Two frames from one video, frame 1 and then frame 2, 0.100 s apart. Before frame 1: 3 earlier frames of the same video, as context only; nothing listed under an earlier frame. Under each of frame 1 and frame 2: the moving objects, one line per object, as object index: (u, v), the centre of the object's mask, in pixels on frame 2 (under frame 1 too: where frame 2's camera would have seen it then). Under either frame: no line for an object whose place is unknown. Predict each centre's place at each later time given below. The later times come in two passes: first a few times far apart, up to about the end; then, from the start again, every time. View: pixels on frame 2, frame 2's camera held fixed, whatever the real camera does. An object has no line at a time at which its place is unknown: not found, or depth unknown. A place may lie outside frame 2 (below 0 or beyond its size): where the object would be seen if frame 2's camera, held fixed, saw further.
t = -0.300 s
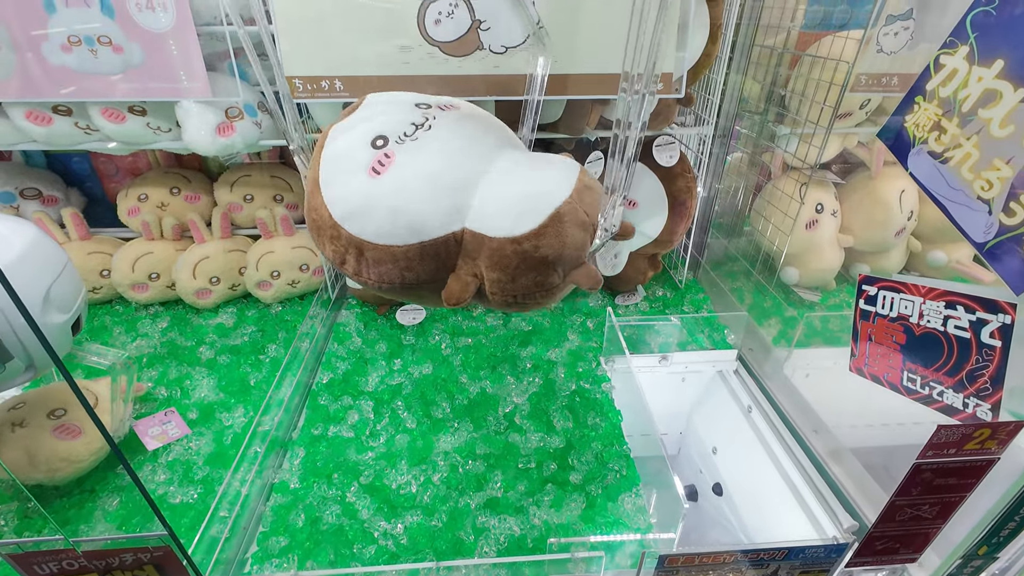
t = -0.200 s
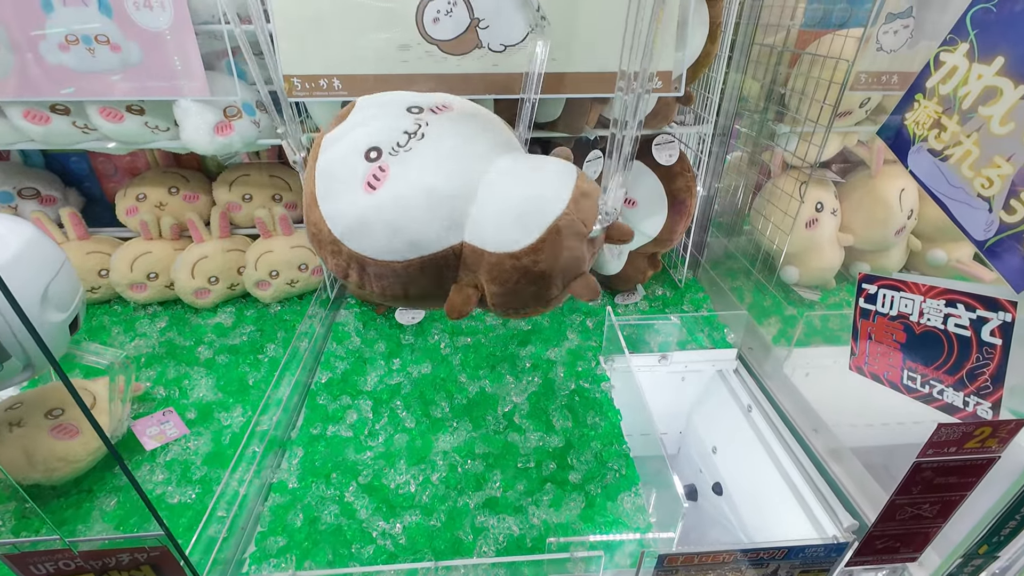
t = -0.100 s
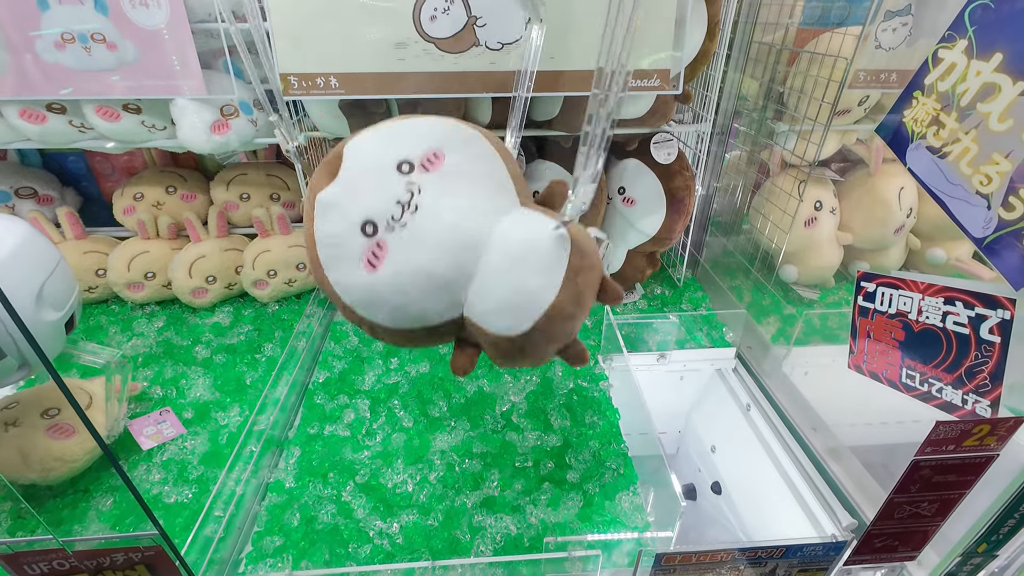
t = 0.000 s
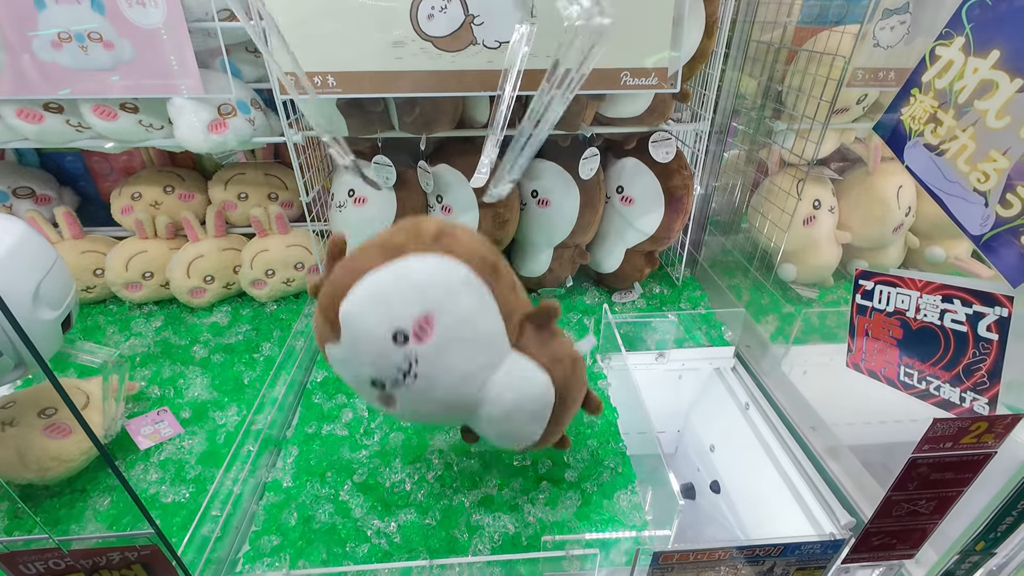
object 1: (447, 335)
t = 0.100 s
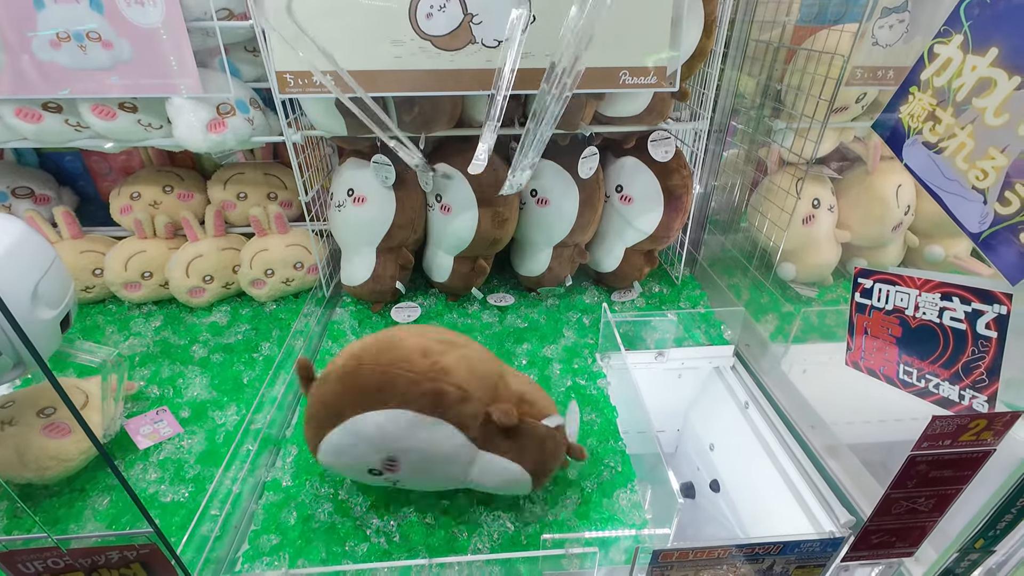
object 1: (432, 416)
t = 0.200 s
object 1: (366, 418)
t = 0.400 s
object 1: (336, 463)
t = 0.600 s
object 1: (406, 464)
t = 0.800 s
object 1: (397, 465)
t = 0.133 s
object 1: (409, 412)
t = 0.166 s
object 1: (391, 411)
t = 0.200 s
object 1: (366, 418)
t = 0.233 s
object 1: (337, 435)
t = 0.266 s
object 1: (324, 443)
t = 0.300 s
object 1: (322, 451)
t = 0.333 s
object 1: (323, 460)
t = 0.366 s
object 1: (328, 462)
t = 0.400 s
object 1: (336, 463)
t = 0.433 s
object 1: (348, 464)
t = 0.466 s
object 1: (363, 467)
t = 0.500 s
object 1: (376, 471)
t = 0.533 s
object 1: (387, 471)
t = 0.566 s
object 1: (396, 466)
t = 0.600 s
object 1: (406, 464)
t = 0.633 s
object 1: (406, 459)
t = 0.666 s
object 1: (409, 460)
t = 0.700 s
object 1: (407, 460)
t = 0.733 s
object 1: (404, 461)
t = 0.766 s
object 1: (399, 462)
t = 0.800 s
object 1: (397, 465)
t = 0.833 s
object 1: (395, 469)
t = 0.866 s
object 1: (395, 473)
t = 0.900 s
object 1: (396, 474)
